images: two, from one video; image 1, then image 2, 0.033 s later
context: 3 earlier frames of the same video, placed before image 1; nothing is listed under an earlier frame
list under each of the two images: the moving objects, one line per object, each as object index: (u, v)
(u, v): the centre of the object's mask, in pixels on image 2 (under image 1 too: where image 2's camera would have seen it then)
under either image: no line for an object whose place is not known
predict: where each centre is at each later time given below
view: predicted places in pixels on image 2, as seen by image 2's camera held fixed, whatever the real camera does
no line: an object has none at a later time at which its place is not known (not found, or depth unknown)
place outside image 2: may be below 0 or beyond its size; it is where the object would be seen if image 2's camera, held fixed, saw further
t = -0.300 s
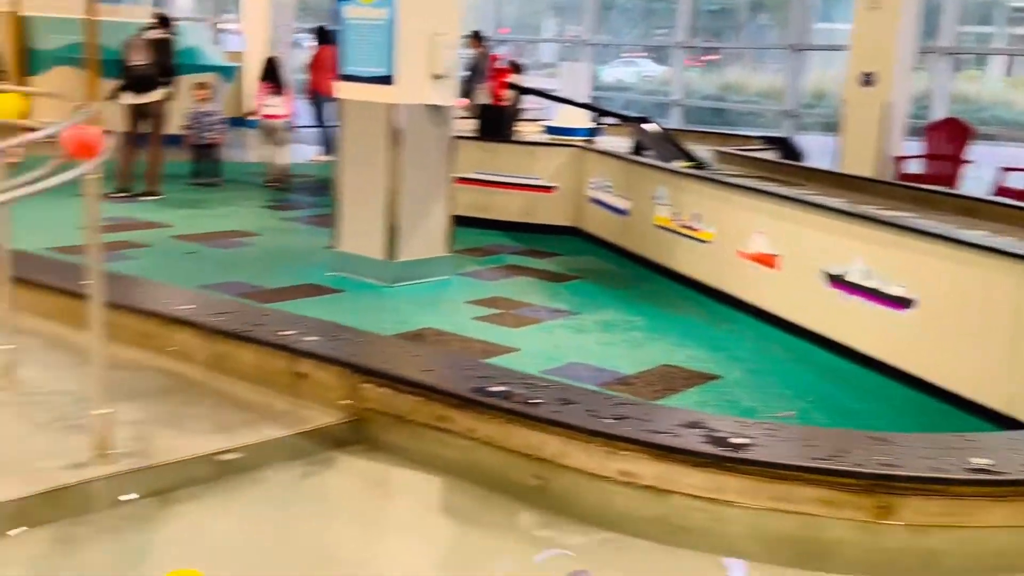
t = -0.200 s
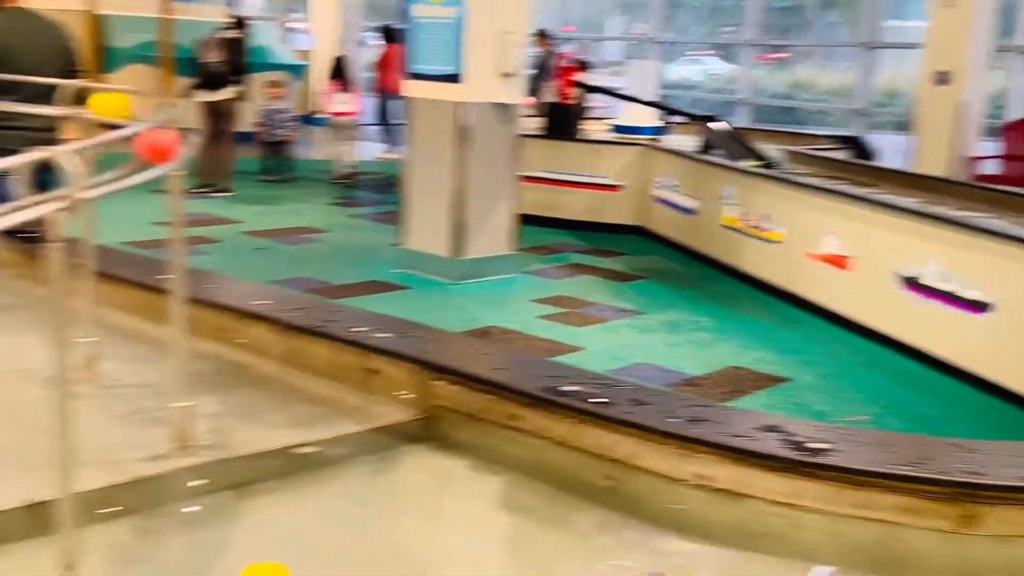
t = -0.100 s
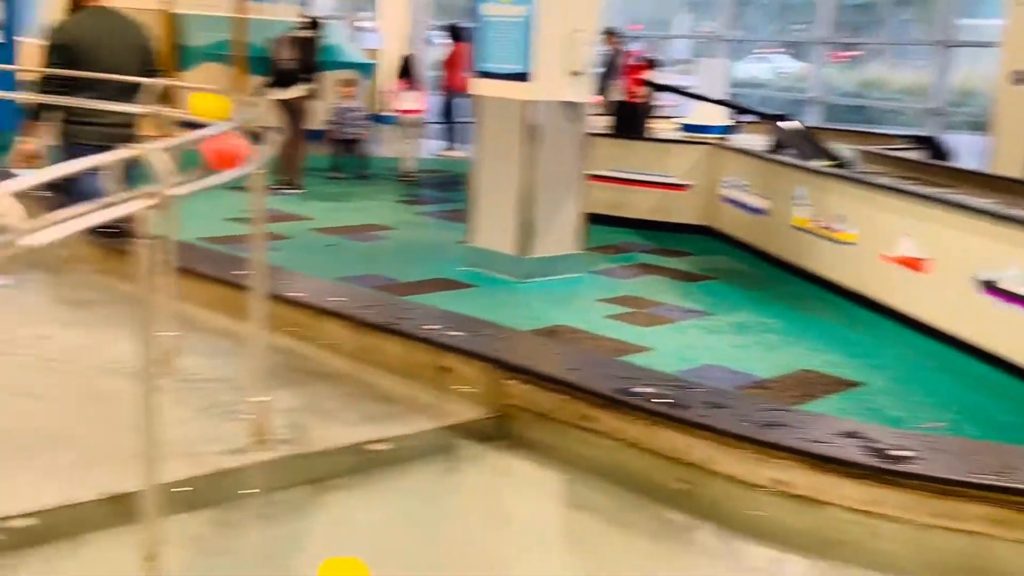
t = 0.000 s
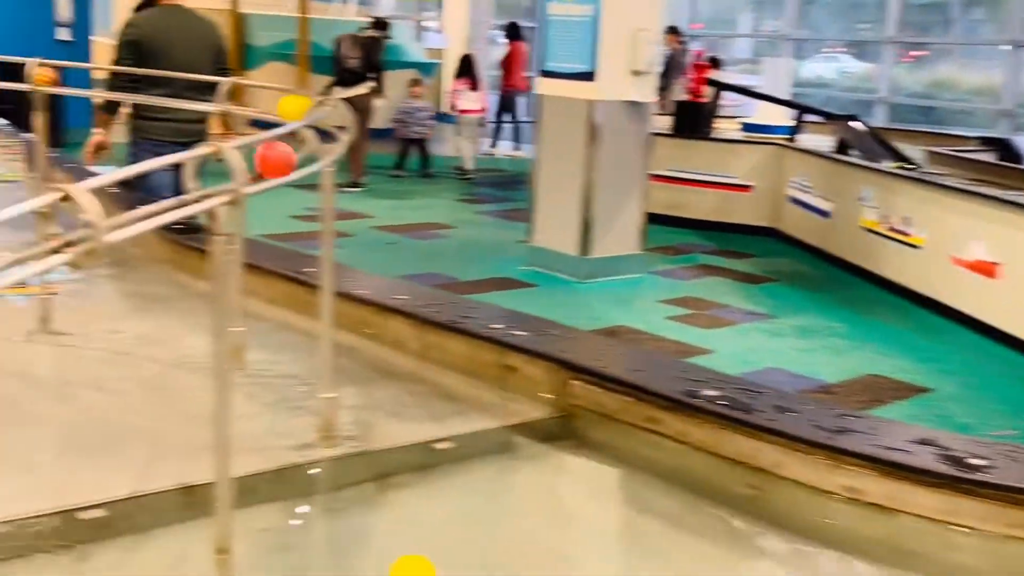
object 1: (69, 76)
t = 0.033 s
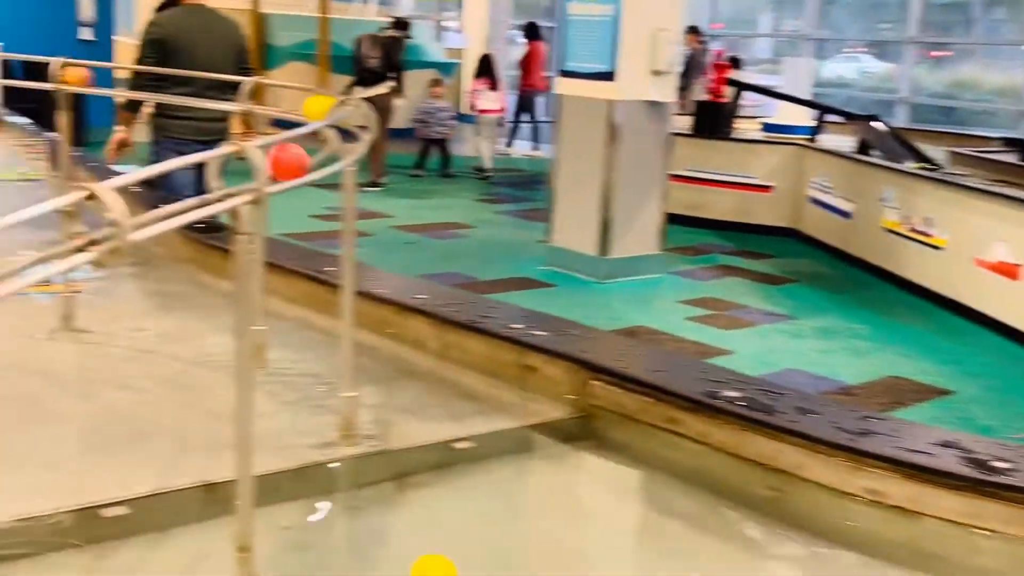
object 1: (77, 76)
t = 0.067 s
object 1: (87, 77)
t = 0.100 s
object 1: (98, 78)
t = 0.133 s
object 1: (110, 79)
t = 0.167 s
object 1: (120, 79)
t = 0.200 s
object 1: (130, 80)
